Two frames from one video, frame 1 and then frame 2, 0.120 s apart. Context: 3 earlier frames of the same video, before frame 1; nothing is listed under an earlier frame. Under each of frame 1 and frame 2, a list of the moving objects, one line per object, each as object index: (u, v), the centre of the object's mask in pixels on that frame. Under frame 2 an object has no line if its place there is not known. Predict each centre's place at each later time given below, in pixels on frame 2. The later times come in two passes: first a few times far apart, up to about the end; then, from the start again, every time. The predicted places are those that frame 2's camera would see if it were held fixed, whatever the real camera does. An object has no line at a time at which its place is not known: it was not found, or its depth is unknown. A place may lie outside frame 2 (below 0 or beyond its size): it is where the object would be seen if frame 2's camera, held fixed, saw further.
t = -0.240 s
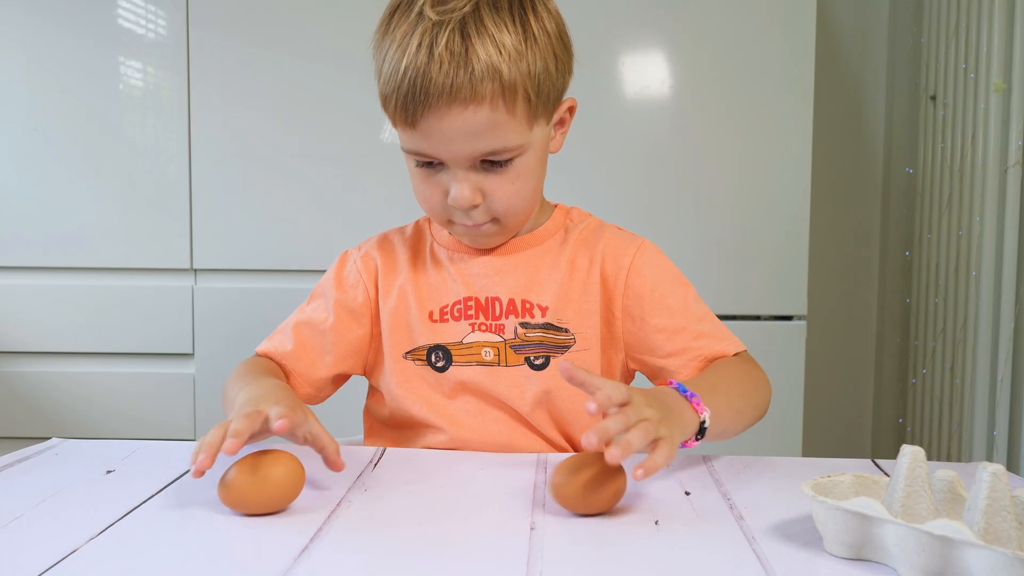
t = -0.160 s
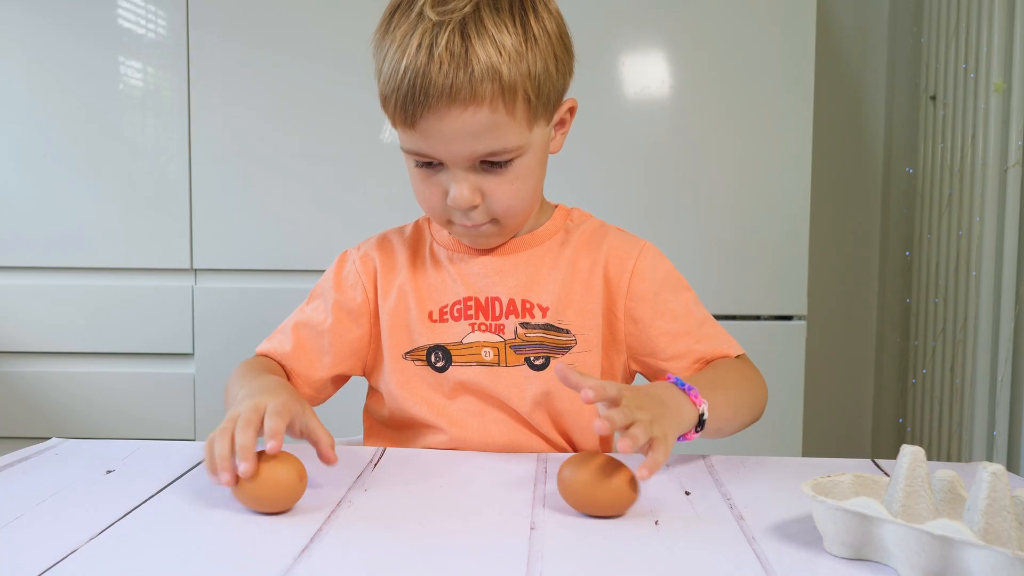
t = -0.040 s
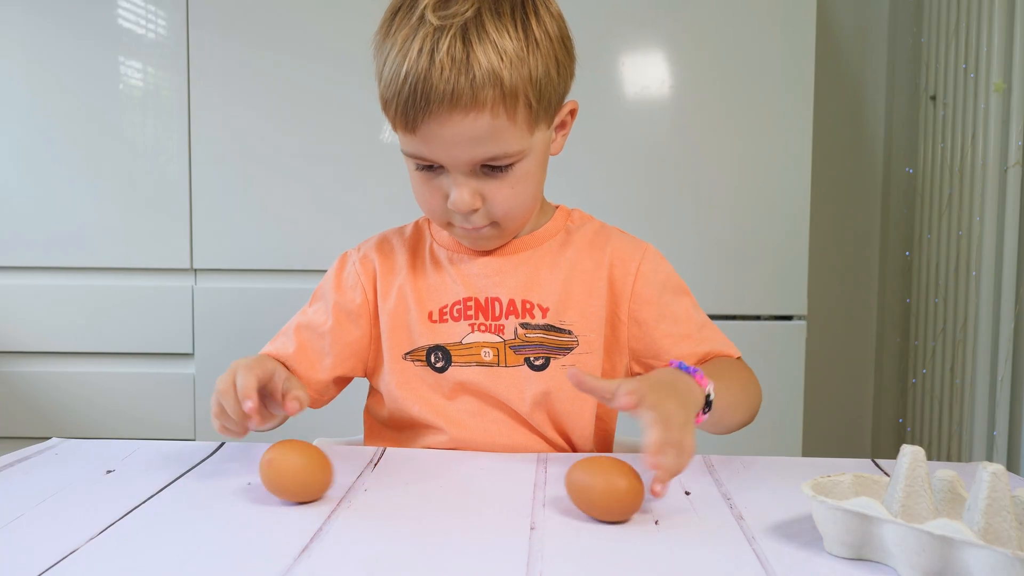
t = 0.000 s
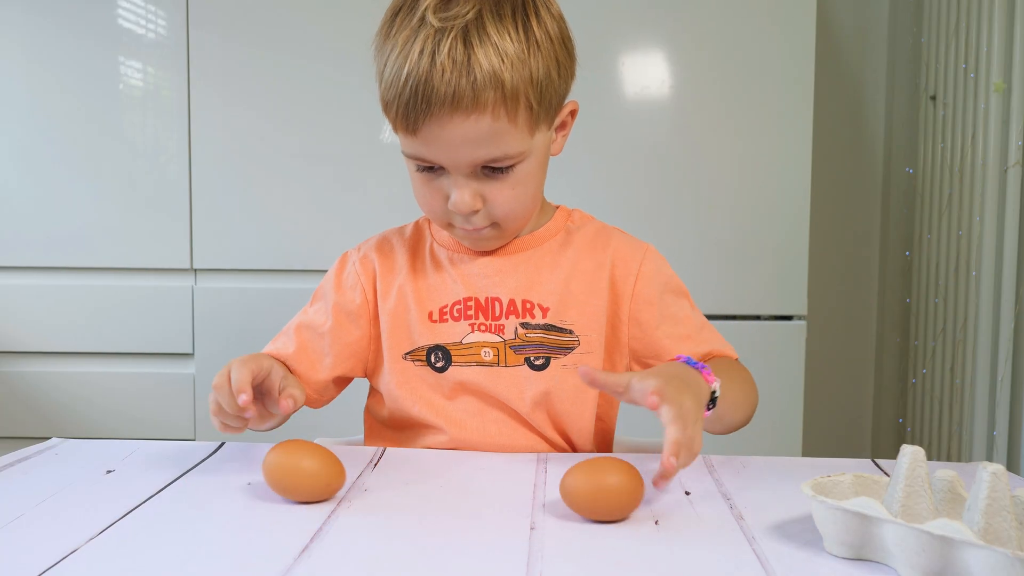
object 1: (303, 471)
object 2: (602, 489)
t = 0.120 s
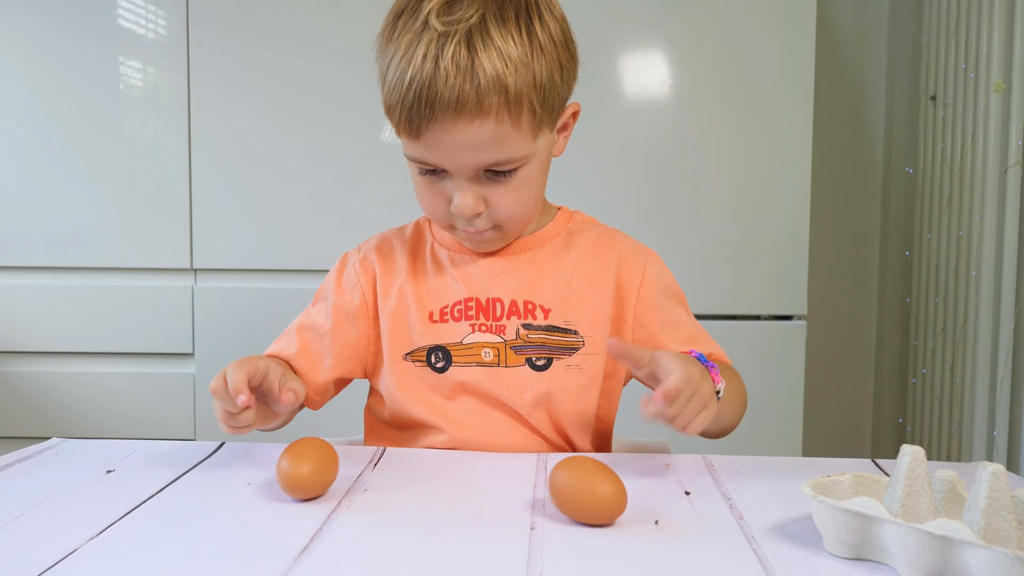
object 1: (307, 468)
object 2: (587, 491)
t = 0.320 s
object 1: (299, 473)
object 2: (570, 488)
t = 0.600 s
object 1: (303, 467)
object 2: (580, 483)
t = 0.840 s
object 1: (316, 474)
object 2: (590, 486)
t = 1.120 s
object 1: (300, 472)
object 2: (571, 487)
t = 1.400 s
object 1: (302, 472)
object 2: (580, 484)
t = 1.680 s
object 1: (306, 471)
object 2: (577, 488)
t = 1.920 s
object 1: (313, 474)
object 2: (572, 484)
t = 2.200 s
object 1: (296, 475)
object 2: (582, 487)
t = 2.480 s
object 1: (293, 474)
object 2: (571, 486)
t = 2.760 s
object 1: (286, 473)
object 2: (580, 486)
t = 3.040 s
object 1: (284, 473)
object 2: (575, 486)
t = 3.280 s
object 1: (286, 474)
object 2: (575, 486)
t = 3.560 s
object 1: (288, 474)
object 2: (576, 486)
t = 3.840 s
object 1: (288, 474)
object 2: (573, 486)
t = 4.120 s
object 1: (288, 474)
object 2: (576, 486)
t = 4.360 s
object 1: (288, 474)
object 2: (572, 486)
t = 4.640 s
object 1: (288, 474)
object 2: (572, 488)
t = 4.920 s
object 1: (288, 474)
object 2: (578, 487)
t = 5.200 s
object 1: (288, 474)
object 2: (576, 486)
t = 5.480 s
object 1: (288, 474)
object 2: (576, 486)
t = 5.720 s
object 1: (288, 474)
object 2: (576, 487)
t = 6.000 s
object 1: (288, 474)
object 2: (575, 487)
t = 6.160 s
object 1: (288, 474)
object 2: (575, 487)
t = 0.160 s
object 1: (307, 468)
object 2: (581, 491)
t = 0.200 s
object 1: (305, 469)
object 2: (576, 492)
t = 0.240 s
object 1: (303, 470)
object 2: (576, 492)
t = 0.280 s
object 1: (301, 472)
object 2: (574, 490)
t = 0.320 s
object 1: (299, 473)
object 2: (570, 488)
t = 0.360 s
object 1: (295, 474)
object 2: (568, 486)
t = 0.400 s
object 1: (292, 474)
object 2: (566, 485)
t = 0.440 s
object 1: (292, 473)
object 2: (565, 484)
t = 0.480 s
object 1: (294, 471)
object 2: (567, 484)
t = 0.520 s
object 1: (296, 470)
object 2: (569, 483)
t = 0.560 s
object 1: (299, 468)
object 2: (574, 483)
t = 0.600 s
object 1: (303, 467)
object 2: (580, 483)
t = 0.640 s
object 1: (308, 467)
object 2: (584, 483)
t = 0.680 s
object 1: (313, 468)
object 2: (587, 483)
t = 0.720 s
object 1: (315, 469)
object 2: (589, 483)
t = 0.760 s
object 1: (317, 471)
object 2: (590, 484)
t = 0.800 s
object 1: (317, 472)
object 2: (591, 486)
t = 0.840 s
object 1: (316, 474)
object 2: (590, 486)
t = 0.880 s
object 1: (314, 475)
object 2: (588, 488)
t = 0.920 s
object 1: (309, 476)
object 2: (586, 489)
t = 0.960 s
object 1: (305, 476)
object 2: (586, 490)
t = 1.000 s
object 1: (302, 475)
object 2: (582, 489)
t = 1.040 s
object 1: (302, 473)
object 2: (577, 488)
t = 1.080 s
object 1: (301, 472)
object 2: (574, 487)
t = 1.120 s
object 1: (300, 472)
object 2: (571, 487)
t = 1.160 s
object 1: (300, 471)
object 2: (570, 486)
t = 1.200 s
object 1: (300, 471)
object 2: (569, 485)
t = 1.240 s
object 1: (301, 471)
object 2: (570, 485)
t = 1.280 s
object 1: (302, 471)
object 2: (571, 484)
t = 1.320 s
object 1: (302, 471)
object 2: (574, 483)
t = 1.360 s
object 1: (302, 472)
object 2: (578, 483)
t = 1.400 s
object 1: (302, 472)
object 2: (580, 484)
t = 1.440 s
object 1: (302, 472)
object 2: (582, 484)
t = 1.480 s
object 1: (303, 471)
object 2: (584, 485)
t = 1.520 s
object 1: (304, 471)
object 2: (584, 485)
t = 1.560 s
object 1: (305, 471)
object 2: (583, 486)
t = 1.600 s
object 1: (305, 470)
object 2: (583, 487)
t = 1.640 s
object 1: (306, 471)
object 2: (580, 487)
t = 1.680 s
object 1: (306, 471)
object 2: (577, 488)
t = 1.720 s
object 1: (307, 471)
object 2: (576, 489)
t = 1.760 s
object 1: (310, 471)
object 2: (576, 488)
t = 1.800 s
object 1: (312, 472)
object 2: (575, 487)
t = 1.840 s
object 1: (314, 472)
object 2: (573, 486)
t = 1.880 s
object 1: (315, 473)
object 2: (572, 485)
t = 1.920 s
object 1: (313, 474)
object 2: (572, 484)
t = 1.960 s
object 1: (311, 474)
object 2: (572, 484)
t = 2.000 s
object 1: (308, 474)
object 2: (571, 484)
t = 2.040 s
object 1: (305, 475)
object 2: (573, 484)
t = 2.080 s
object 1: (302, 475)
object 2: (574, 484)
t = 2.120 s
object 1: (300, 475)
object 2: (576, 485)
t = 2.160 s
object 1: (297, 475)
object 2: (578, 486)
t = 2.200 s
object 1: (296, 475)
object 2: (582, 487)
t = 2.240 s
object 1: (295, 474)
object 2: (584, 487)
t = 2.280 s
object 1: (295, 473)
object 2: (584, 486)
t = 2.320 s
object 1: (295, 473)
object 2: (581, 486)
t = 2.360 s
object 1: (294, 473)
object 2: (579, 486)
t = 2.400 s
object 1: (294, 473)
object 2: (577, 486)
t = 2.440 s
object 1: (294, 474)
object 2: (574, 486)
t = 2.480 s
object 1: (293, 474)
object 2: (571, 486)
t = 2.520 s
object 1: (292, 475)
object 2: (570, 486)
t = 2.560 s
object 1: (290, 475)
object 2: (569, 486)
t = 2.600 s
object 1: (288, 474)
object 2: (570, 486)
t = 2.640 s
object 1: (288, 473)
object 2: (572, 486)
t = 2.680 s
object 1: (287, 473)
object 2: (576, 486)
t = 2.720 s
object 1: (286, 473)
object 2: (578, 486)
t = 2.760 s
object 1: (286, 473)
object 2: (580, 486)
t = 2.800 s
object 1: (286, 473)
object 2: (580, 485)
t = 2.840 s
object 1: (286, 473)
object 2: (580, 485)
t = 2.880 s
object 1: (287, 473)
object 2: (579, 485)
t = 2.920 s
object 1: (286, 473)
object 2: (578, 485)
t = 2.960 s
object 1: (285, 473)
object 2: (577, 486)
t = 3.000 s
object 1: (285, 473)
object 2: (576, 486)
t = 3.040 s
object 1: (284, 473)
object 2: (575, 486)
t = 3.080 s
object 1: (284, 473)
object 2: (573, 487)
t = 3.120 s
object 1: (285, 473)
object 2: (572, 487)
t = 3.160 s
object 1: (285, 473)
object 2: (571, 487)
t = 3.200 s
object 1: (286, 473)
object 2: (573, 487)
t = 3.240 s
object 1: (286, 474)
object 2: (574, 487)
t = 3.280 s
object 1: (286, 474)
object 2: (575, 486)
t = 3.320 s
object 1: (287, 474)
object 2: (575, 486)
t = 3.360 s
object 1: (287, 474)
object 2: (575, 485)
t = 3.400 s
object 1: (287, 474)
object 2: (575, 485)
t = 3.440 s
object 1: (287, 474)
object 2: (576, 485)
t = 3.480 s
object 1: (287, 474)
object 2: (576, 485)
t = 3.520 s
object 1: (287, 474)
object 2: (576, 485)
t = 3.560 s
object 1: (288, 474)
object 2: (576, 486)
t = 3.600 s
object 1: (288, 474)
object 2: (576, 486)
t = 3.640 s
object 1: (288, 474)
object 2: (576, 486)
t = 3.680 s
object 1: (288, 474)
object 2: (575, 486)
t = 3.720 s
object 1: (288, 474)
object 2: (574, 486)
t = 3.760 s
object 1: (288, 474)
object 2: (573, 486)
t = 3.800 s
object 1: (288, 474)
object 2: (572, 486)
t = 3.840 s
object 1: (288, 474)
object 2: (573, 486)
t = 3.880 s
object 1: (288, 474)
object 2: (575, 486)
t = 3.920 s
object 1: (288, 474)
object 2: (576, 486)
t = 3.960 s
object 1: (288, 474)
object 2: (576, 486)
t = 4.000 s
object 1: (288, 474)
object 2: (576, 486)
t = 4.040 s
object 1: (288, 474)
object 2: (576, 485)
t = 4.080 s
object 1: (288, 474)
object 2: (576, 486)
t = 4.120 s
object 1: (288, 474)
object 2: (576, 486)
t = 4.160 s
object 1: (288, 474)
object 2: (575, 486)
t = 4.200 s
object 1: (288, 474)
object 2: (575, 485)
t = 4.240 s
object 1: (288, 474)
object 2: (574, 485)
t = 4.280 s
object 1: (288, 474)
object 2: (574, 485)
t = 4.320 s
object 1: (288, 474)
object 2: (573, 486)
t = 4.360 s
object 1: (288, 474)
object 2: (572, 486)
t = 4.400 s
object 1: (288, 474)
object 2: (572, 486)
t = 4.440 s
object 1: (288, 474)
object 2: (572, 486)
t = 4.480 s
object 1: (288, 474)
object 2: (572, 486)
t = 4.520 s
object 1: (288, 474)
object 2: (572, 487)
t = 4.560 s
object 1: (288, 474)
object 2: (571, 487)
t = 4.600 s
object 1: (288, 474)
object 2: (572, 488)
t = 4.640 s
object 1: (288, 474)
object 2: (572, 488)
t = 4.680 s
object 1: (288, 474)
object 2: (574, 488)
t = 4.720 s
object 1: (288, 474)
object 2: (575, 488)
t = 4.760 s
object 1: (288, 474)
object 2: (577, 488)
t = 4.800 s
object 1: (288, 474)
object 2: (577, 487)
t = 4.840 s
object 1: (288, 474)
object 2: (578, 487)
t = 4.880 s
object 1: (288, 474)
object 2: (578, 487)
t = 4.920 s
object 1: (288, 474)
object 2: (578, 487)
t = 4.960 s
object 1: (288, 474)
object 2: (578, 487)
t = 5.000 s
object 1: (288, 474)
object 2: (577, 487)
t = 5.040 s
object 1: (288, 474)
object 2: (577, 487)
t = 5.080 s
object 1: (288, 474)
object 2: (577, 487)
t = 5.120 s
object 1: (288, 474)
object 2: (577, 487)
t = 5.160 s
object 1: (288, 474)
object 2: (577, 486)
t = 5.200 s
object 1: (288, 474)
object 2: (576, 486)
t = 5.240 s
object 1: (288, 474)
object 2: (576, 486)
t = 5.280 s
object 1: (288, 474)
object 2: (576, 486)
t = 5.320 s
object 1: (288, 474)
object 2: (576, 486)
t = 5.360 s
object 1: (288, 474)
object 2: (576, 486)
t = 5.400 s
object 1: (288, 474)
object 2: (576, 486)
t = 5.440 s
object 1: (288, 474)
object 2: (576, 486)
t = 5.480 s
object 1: (288, 474)
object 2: (576, 486)
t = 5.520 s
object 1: (288, 474)
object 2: (576, 487)
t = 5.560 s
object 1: (288, 474)
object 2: (576, 487)
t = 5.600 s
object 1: (288, 474)
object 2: (576, 487)
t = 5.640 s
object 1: (288, 474)
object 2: (576, 487)
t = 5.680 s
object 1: (288, 474)
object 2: (576, 487)
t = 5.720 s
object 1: (288, 474)
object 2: (576, 487)
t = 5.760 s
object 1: (288, 474)
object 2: (575, 487)
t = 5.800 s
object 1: (288, 474)
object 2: (575, 487)
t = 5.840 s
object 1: (288, 474)
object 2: (575, 487)
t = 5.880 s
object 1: (288, 474)
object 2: (575, 487)
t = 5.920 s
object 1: (288, 474)
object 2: (575, 487)
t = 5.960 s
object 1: (288, 474)
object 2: (575, 487)
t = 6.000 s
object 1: (288, 474)
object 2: (575, 487)
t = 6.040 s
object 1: (288, 474)
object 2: (575, 487)
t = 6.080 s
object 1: (288, 474)
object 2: (575, 487)
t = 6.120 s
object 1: (288, 474)
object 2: (575, 487)
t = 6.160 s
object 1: (288, 474)
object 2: (575, 487)
